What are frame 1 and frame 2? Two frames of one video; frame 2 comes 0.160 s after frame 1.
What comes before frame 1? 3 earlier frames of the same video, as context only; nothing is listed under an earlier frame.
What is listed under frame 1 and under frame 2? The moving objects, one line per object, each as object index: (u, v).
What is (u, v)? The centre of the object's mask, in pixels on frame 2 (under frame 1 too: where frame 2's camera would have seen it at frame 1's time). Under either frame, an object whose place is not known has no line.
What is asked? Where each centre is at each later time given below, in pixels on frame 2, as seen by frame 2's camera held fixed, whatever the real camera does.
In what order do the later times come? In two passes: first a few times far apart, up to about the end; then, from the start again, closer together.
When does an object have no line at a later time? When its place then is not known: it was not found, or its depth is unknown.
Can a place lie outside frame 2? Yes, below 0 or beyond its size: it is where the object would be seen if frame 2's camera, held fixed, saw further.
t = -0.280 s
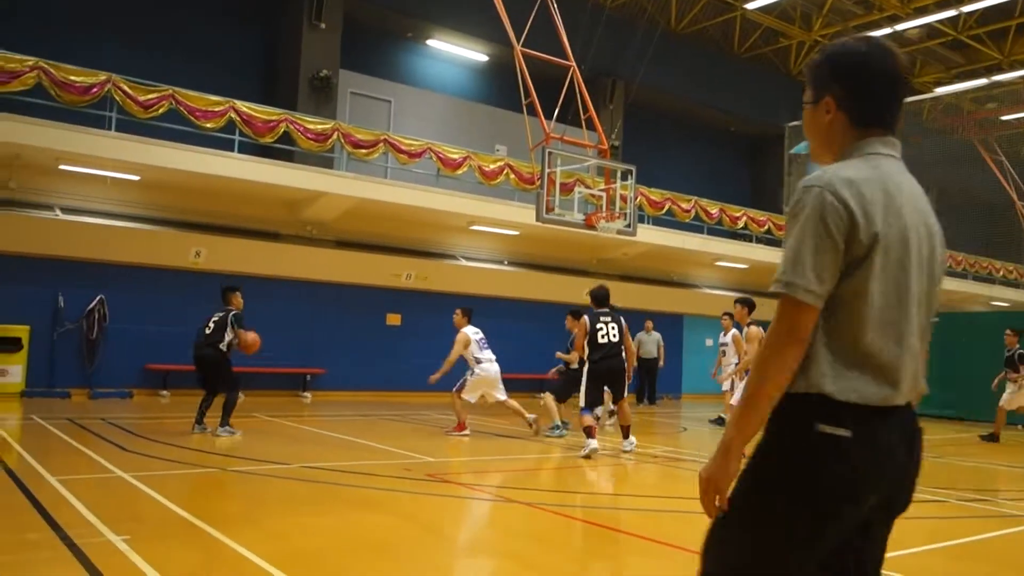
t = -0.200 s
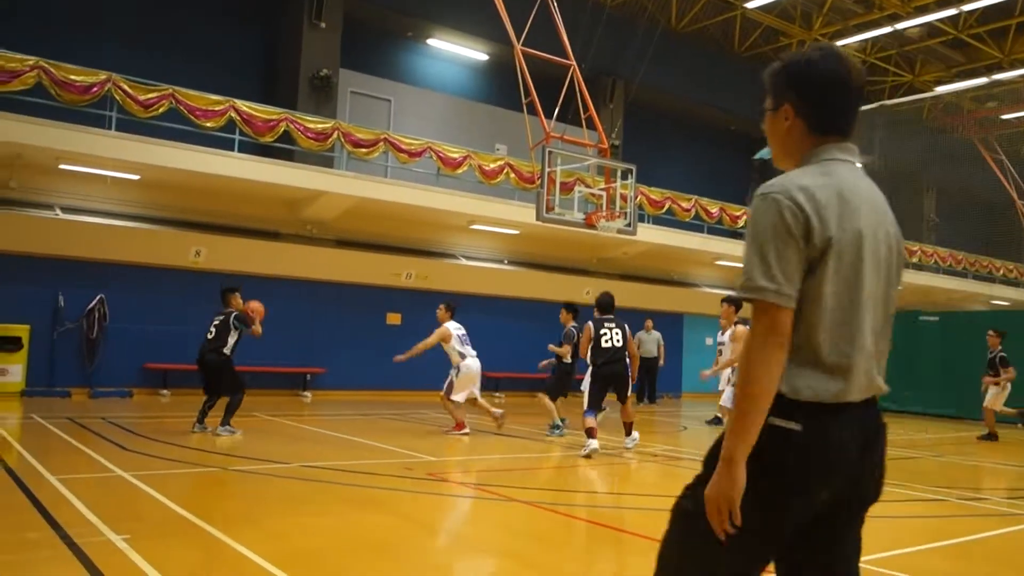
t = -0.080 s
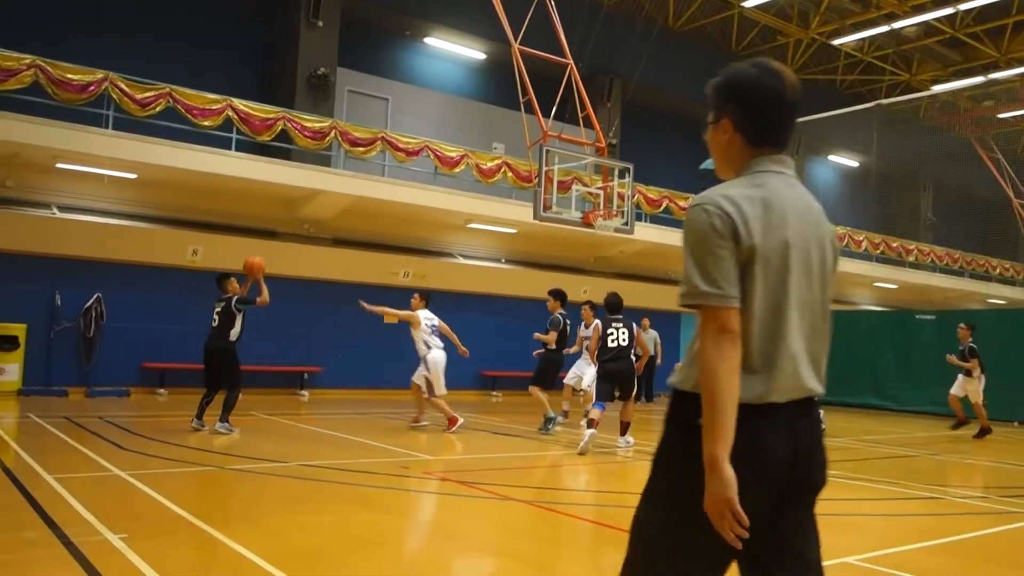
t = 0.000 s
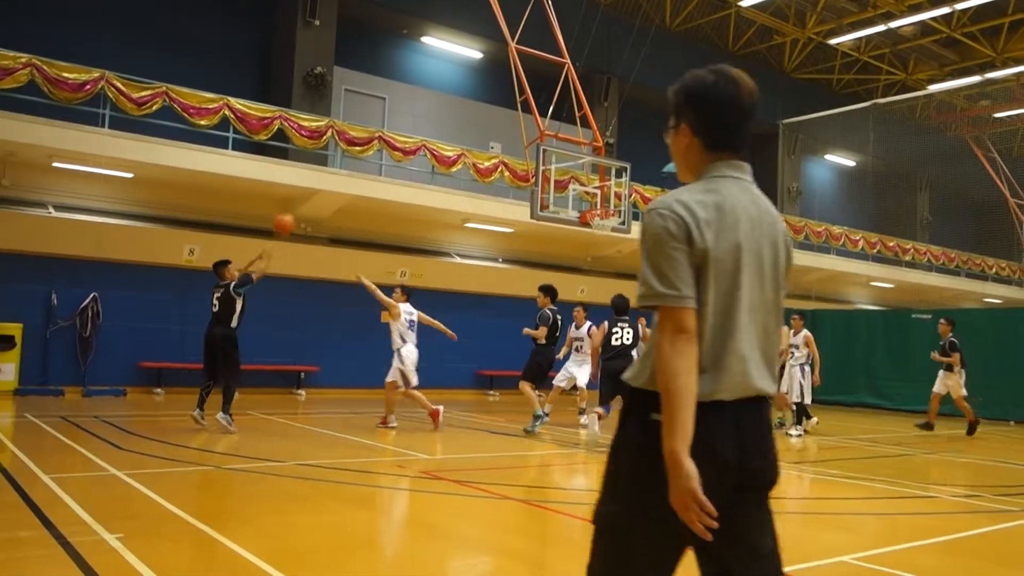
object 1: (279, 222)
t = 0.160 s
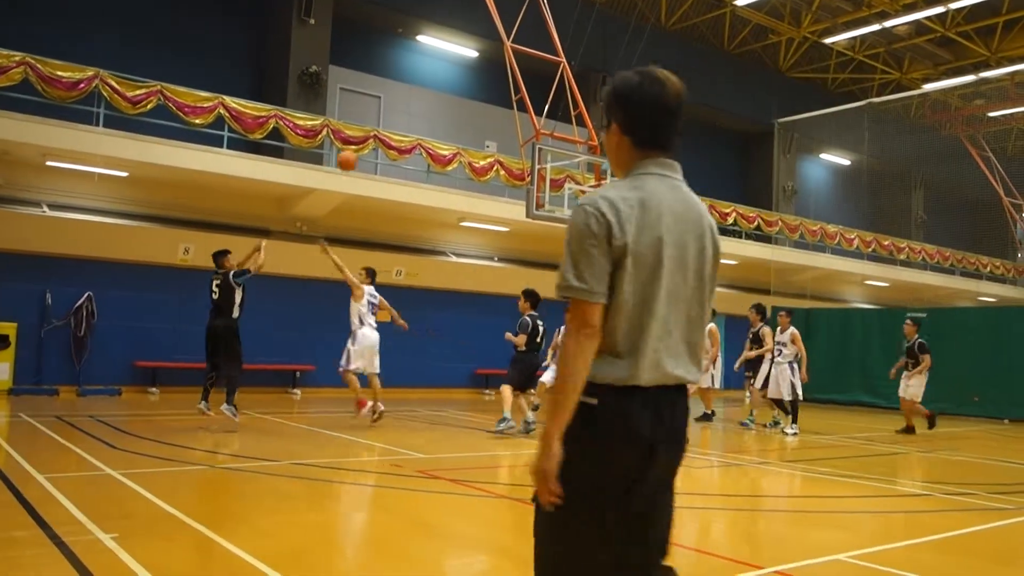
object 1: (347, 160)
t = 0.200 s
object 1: (362, 149)
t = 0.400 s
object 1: (432, 114)
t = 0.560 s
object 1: (482, 109)
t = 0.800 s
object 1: (545, 133)
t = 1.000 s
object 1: (592, 182)
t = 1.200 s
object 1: (581, 196)
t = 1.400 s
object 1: (558, 193)
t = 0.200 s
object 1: (362, 149)
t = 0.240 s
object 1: (377, 139)
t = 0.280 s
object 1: (392, 130)
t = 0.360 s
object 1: (419, 118)
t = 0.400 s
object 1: (432, 114)
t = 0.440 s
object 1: (445, 111)
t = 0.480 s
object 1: (458, 109)
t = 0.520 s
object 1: (469, 108)
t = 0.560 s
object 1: (482, 109)
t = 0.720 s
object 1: (525, 122)
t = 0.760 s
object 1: (536, 127)
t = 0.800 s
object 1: (545, 133)
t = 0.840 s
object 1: (556, 142)
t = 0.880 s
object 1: (565, 151)
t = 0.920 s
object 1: (574, 162)
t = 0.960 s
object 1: (584, 171)
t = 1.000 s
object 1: (592, 182)
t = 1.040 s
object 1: (600, 196)
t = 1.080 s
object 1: (608, 203)
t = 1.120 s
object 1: (597, 201)
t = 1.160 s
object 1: (591, 199)
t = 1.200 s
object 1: (581, 196)
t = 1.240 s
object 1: (572, 194)
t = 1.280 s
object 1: (563, 194)
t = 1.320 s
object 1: (561, 193)
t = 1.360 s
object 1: (560, 192)
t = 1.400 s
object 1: (558, 193)
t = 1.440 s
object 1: (557, 194)
